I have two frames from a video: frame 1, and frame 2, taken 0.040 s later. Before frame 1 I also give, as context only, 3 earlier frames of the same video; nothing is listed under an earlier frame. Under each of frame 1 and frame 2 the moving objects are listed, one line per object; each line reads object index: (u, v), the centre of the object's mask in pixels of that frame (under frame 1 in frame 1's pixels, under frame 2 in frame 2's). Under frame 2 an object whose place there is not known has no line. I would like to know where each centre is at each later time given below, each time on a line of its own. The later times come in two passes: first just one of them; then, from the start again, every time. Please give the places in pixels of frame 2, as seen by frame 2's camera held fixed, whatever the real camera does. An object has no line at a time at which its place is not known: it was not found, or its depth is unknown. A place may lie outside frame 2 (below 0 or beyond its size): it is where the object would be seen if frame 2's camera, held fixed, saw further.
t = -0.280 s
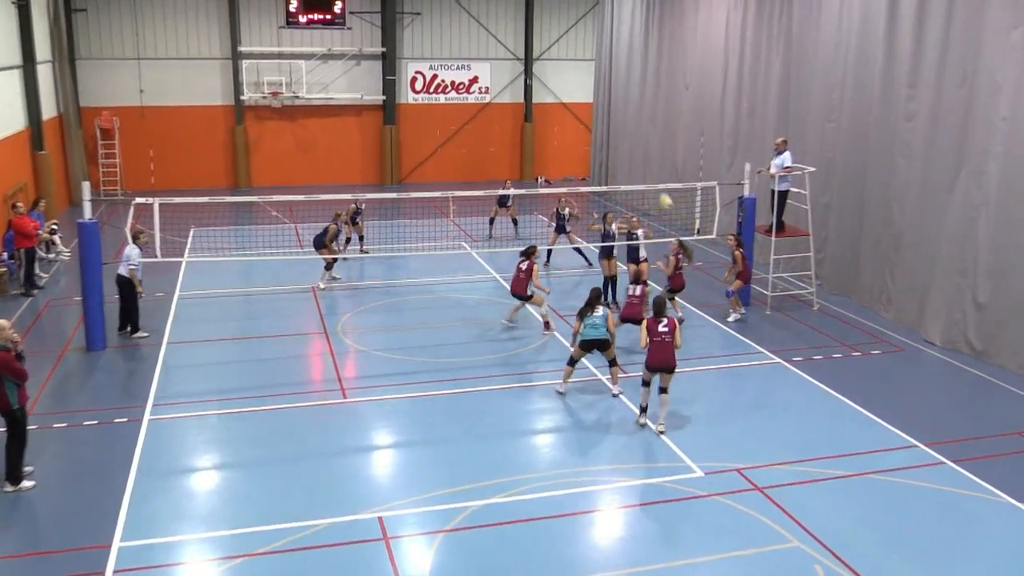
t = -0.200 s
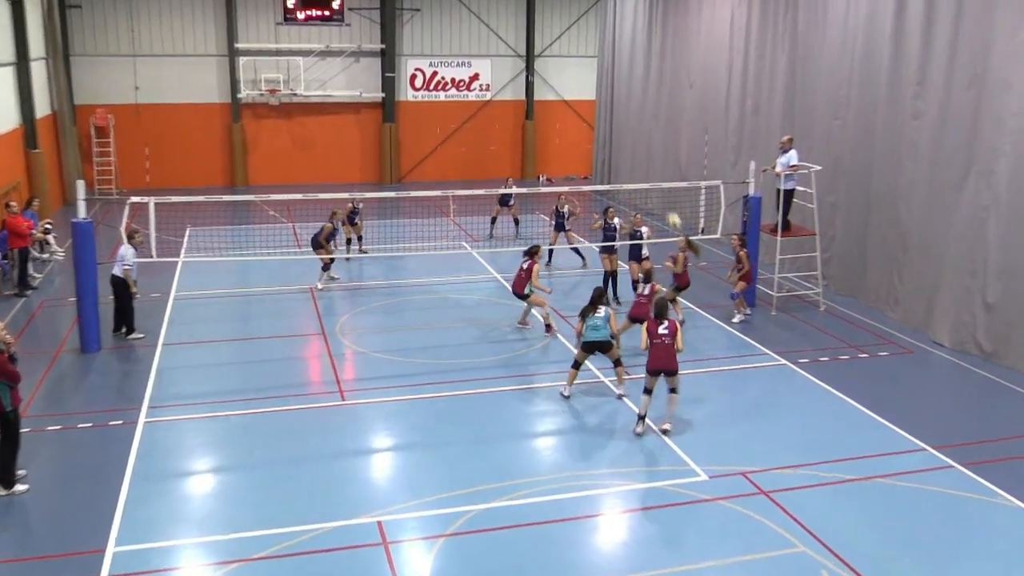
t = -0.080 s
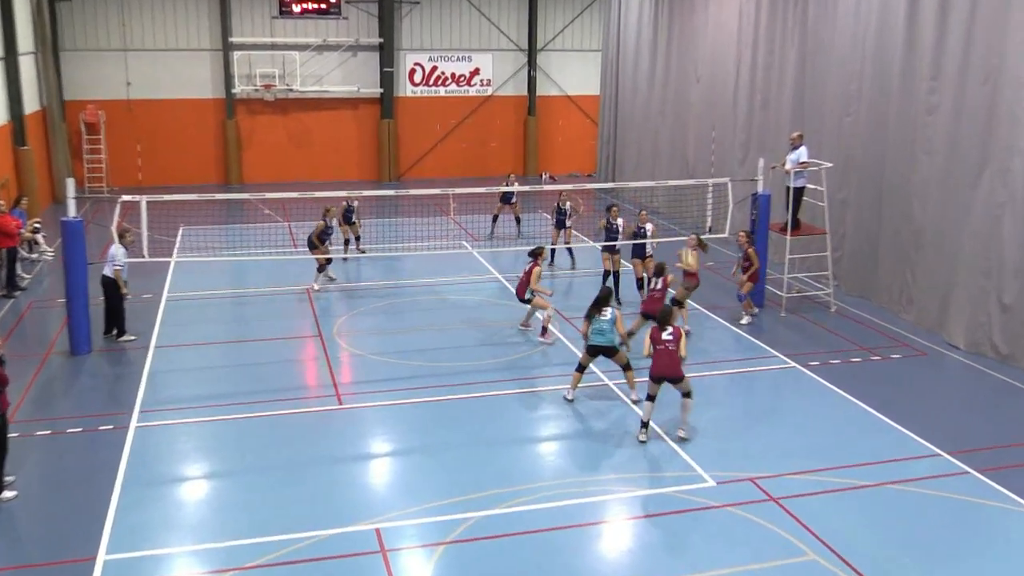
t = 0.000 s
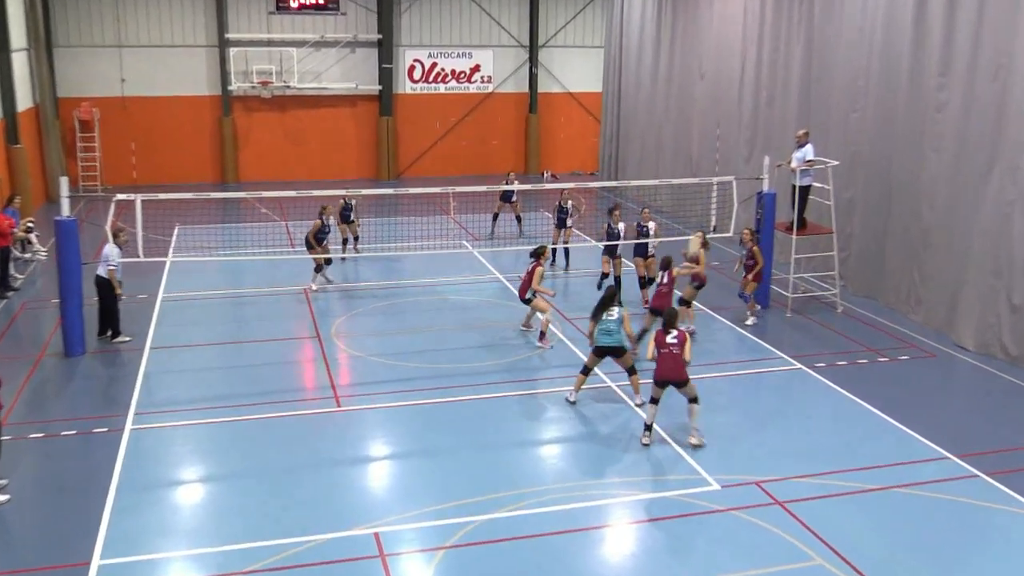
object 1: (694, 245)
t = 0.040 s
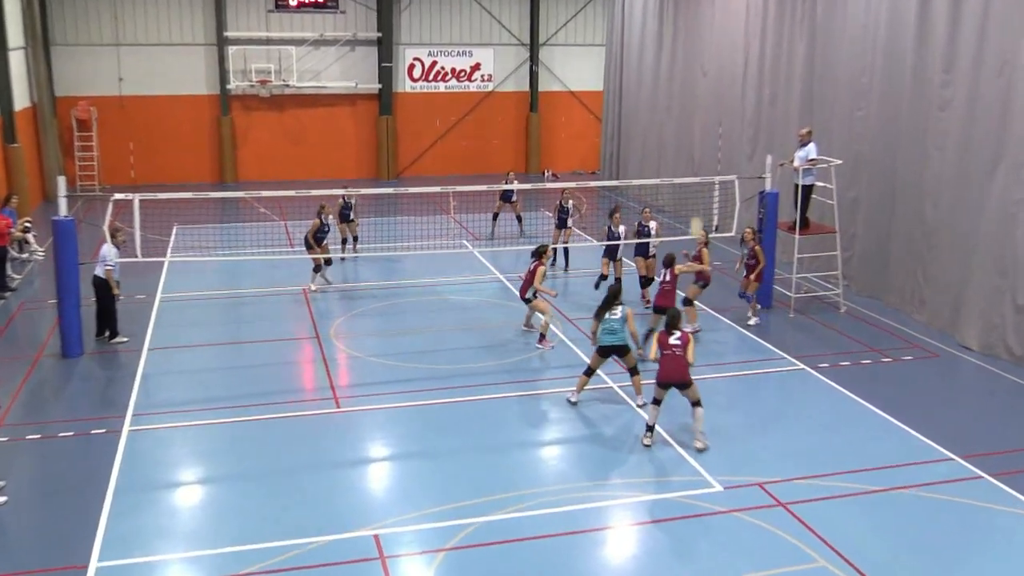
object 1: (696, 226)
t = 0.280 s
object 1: (700, 146)
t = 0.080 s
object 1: (697, 211)
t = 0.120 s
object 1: (698, 196)
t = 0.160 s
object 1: (698, 183)
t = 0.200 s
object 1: (700, 169)
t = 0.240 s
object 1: (700, 158)
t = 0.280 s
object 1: (700, 146)
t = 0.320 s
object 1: (701, 137)
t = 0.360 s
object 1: (701, 128)
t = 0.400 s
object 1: (700, 120)
